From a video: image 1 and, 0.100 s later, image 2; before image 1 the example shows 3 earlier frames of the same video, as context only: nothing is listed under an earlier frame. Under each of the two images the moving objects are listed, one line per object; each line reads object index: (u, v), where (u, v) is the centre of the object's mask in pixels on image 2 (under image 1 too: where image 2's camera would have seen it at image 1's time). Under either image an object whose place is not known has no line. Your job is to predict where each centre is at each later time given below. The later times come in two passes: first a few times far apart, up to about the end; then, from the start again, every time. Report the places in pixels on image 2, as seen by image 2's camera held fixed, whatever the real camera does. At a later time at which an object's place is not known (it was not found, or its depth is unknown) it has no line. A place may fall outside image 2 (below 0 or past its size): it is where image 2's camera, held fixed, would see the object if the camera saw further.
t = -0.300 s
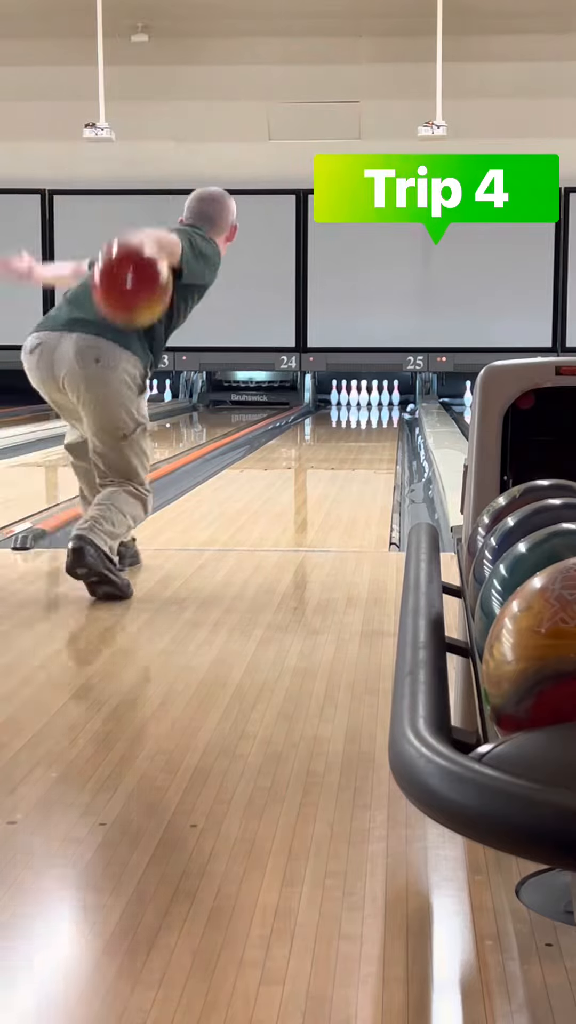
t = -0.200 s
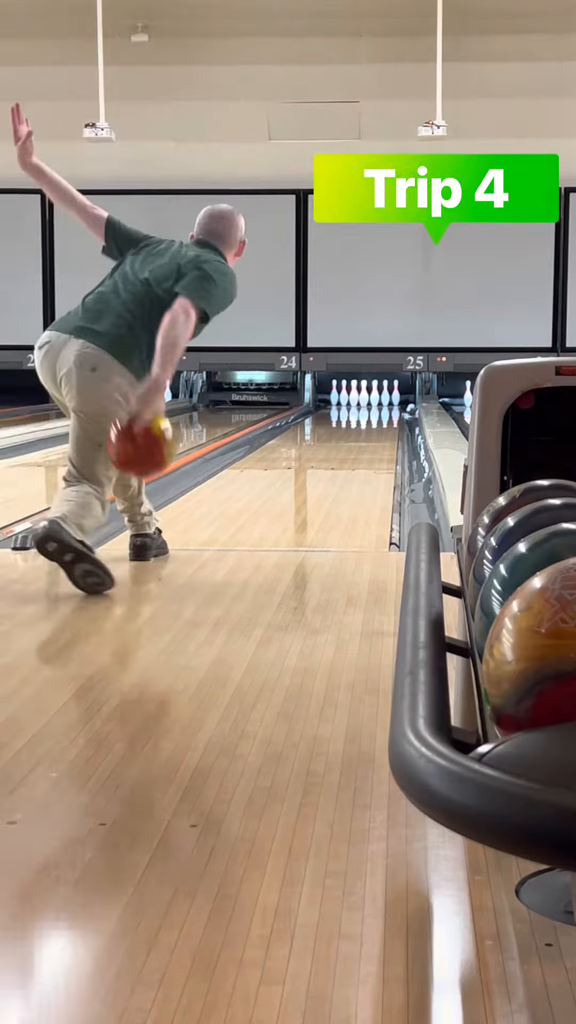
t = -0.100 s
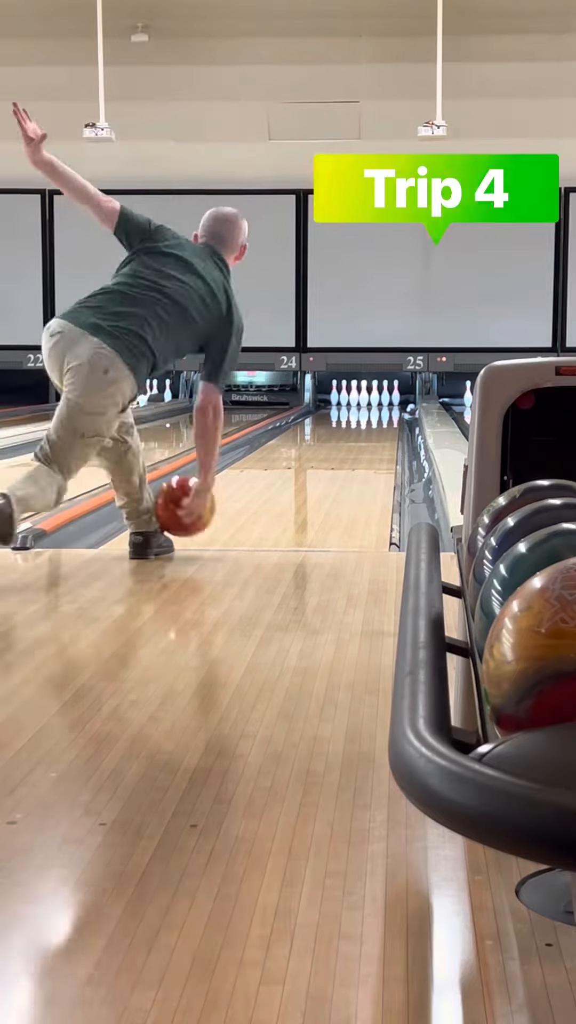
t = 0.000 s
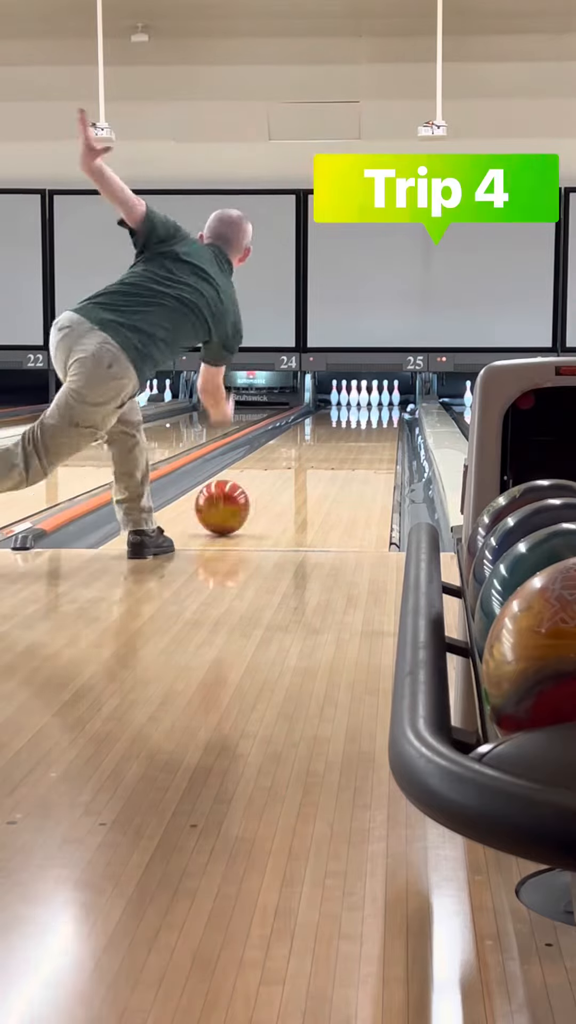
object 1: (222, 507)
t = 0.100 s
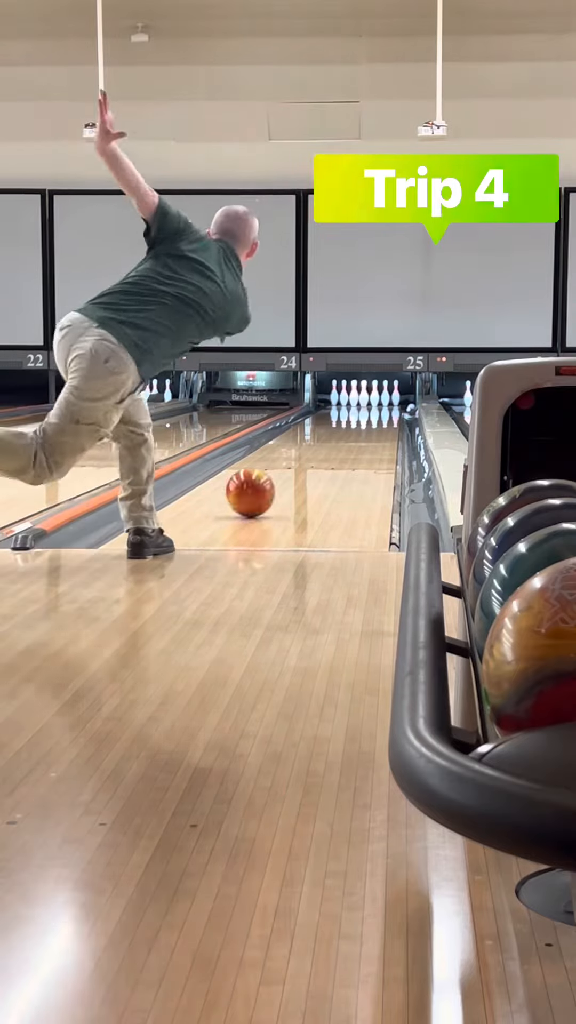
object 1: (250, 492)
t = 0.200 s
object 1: (273, 480)
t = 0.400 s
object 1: (307, 462)
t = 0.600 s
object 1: (331, 447)
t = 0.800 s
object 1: (349, 438)
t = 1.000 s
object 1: (362, 429)
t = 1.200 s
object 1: (372, 422)
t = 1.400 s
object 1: (380, 416)
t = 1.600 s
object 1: (385, 412)
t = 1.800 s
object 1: (386, 409)
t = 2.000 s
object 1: (384, 406)
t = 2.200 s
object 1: (376, 403)
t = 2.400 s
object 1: (367, 401)
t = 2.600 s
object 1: (361, 399)
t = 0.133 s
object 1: (258, 488)
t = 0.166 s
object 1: (266, 484)
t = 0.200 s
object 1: (273, 480)
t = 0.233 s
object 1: (279, 477)
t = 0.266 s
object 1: (286, 473)
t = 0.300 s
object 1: (291, 470)
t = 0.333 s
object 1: (297, 467)
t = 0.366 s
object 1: (302, 464)
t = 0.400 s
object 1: (307, 462)
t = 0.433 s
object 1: (311, 459)
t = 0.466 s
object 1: (316, 457)
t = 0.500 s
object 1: (320, 454)
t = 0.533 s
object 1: (324, 452)
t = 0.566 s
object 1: (327, 450)
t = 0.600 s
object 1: (331, 447)
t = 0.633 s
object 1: (334, 446)
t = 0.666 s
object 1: (337, 444)
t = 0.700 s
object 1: (341, 443)
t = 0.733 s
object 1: (343, 441)
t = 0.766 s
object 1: (346, 439)
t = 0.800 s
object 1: (349, 438)
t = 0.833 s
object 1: (351, 436)
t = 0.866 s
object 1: (353, 435)
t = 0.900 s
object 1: (355, 433)
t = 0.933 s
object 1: (358, 432)
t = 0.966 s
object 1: (360, 430)
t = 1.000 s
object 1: (362, 429)
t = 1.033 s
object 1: (363, 428)
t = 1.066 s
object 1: (366, 427)
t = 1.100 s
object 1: (368, 425)
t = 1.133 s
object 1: (369, 424)
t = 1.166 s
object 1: (371, 424)
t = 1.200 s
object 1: (372, 422)
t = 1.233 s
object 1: (374, 421)
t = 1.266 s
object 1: (375, 420)
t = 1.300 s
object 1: (377, 419)
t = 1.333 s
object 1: (378, 418)
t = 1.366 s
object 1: (379, 418)
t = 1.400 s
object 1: (380, 416)
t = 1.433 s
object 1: (381, 416)
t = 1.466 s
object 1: (381, 415)
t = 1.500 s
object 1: (383, 414)
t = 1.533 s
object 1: (383, 413)
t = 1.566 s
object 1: (384, 413)
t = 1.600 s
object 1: (385, 412)
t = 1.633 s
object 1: (385, 412)
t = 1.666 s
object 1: (385, 411)
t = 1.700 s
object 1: (385, 411)
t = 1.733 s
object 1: (386, 410)
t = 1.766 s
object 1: (386, 410)
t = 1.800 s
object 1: (386, 409)
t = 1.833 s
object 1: (386, 408)
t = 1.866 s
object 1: (386, 408)
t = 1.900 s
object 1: (385, 407)
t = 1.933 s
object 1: (385, 407)
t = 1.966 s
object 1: (384, 406)
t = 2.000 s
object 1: (384, 406)
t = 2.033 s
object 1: (383, 405)
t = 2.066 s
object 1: (382, 405)
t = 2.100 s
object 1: (380, 404)
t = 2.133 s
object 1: (379, 404)
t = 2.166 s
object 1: (378, 403)
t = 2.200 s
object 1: (376, 403)
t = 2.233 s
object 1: (375, 403)
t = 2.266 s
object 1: (373, 402)
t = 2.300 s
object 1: (372, 402)
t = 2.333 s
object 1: (371, 401)
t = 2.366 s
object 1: (369, 401)
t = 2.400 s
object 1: (367, 401)
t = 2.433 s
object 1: (366, 401)
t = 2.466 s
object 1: (365, 401)
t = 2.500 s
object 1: (364, 399)
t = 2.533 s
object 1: (364, 400)
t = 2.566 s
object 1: (363, 399)
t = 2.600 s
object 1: (361, 399)
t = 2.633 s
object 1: (358, 399)
